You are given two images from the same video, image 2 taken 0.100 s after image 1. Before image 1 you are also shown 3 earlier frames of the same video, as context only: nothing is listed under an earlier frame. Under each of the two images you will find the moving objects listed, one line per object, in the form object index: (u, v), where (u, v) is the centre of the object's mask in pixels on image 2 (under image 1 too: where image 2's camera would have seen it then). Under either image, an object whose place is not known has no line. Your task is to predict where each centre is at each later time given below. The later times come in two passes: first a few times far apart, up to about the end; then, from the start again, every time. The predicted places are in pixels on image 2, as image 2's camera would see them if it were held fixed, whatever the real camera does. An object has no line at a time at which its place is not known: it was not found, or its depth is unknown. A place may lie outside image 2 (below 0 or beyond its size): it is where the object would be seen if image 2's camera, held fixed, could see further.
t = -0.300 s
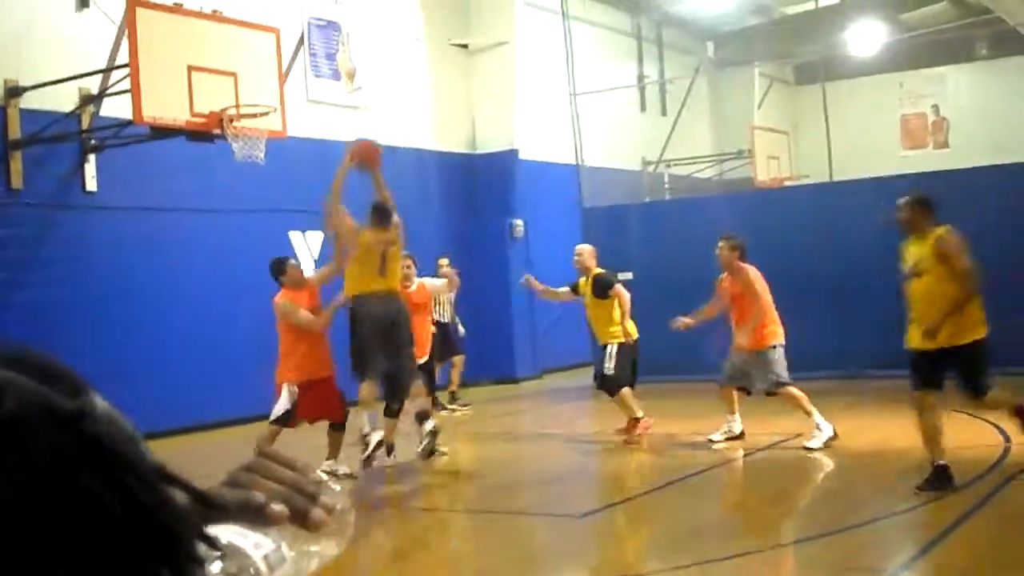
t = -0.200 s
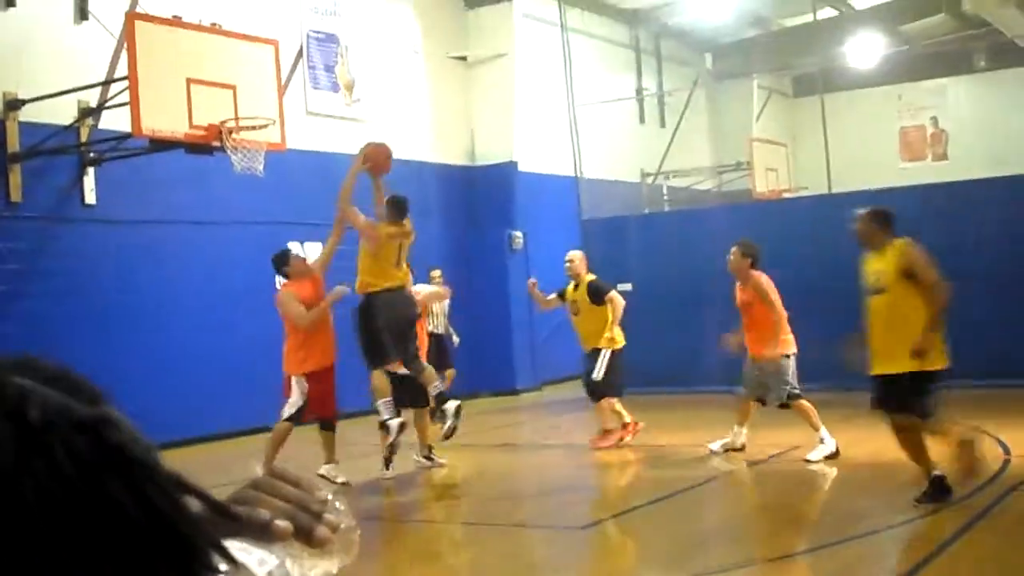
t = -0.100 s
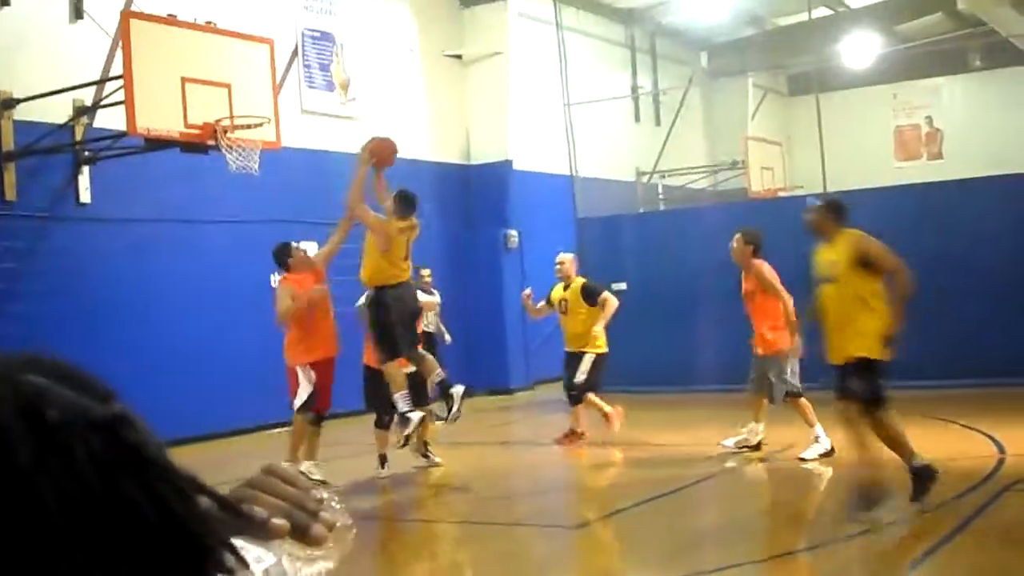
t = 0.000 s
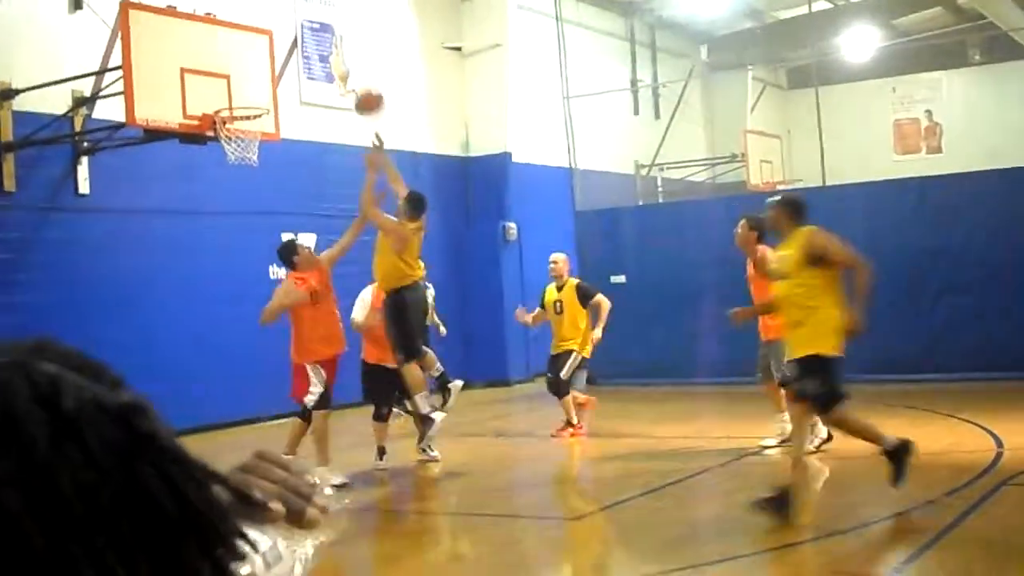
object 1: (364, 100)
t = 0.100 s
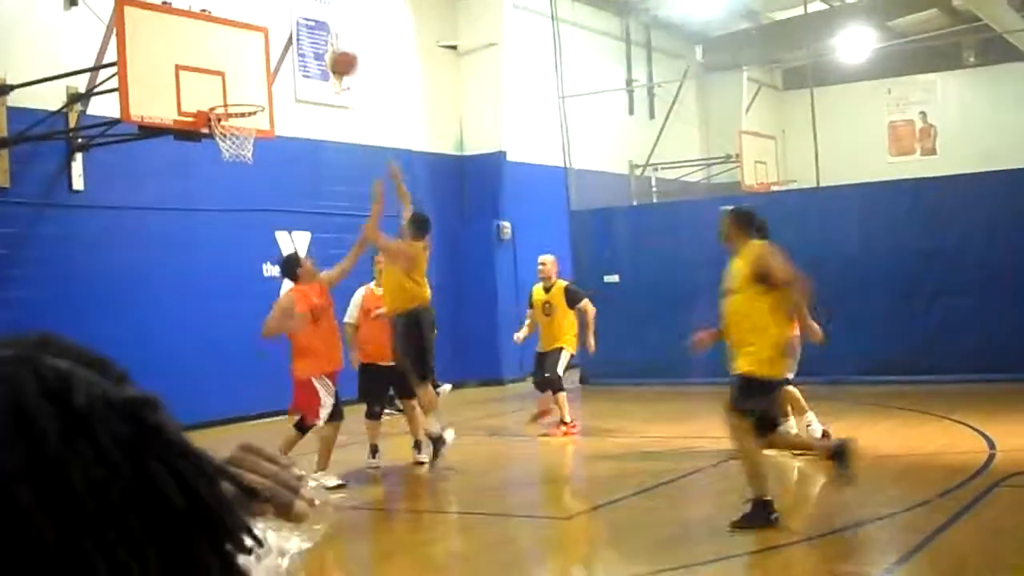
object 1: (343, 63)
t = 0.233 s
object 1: (319, 37)
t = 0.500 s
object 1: (276, 50)
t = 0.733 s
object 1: (266, 101)
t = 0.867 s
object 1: (296, 117)
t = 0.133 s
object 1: (336, 54)
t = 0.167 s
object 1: (330, 47)
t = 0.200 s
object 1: (324, 41)
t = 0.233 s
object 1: (319, 37)
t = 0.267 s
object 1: (313, 34)
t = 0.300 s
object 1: (307, 32)
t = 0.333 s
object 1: (302, 32)
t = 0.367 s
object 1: (296, 33)
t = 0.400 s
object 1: (291, 35)
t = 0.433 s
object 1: (286, 38)
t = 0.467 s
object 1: (281, 43)
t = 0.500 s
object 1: (276, 50)
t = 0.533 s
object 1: (271, 57)
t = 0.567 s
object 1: (267, 66)
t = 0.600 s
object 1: (262, 75)
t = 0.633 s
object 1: (259, 85)
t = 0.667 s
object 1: (255, 97)
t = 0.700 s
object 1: (260, 100)
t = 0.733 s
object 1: (266, 101)
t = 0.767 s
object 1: (273, 103)
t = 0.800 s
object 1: (281, 107)
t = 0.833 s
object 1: (289, 111)
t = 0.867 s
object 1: (296, 117)
